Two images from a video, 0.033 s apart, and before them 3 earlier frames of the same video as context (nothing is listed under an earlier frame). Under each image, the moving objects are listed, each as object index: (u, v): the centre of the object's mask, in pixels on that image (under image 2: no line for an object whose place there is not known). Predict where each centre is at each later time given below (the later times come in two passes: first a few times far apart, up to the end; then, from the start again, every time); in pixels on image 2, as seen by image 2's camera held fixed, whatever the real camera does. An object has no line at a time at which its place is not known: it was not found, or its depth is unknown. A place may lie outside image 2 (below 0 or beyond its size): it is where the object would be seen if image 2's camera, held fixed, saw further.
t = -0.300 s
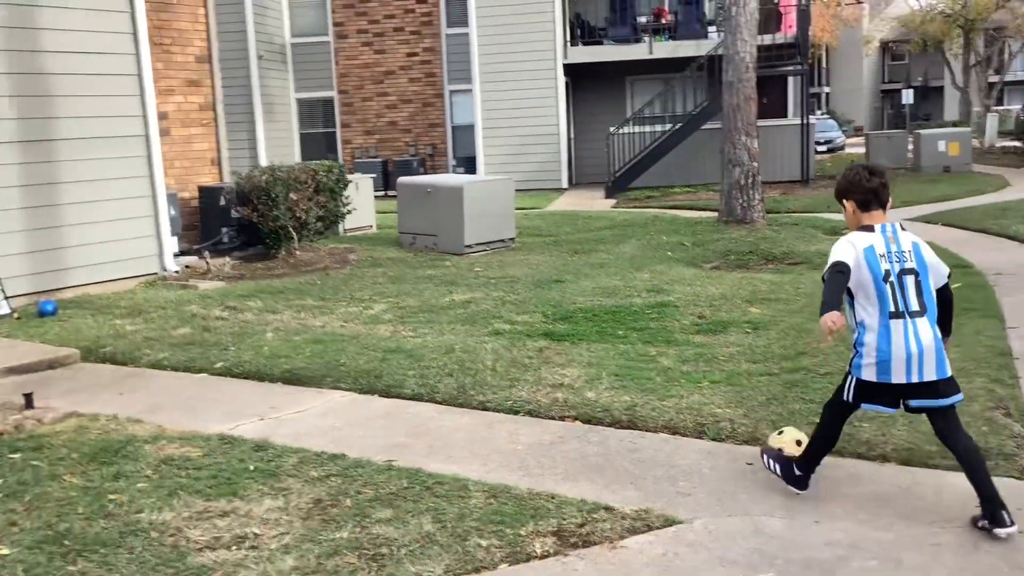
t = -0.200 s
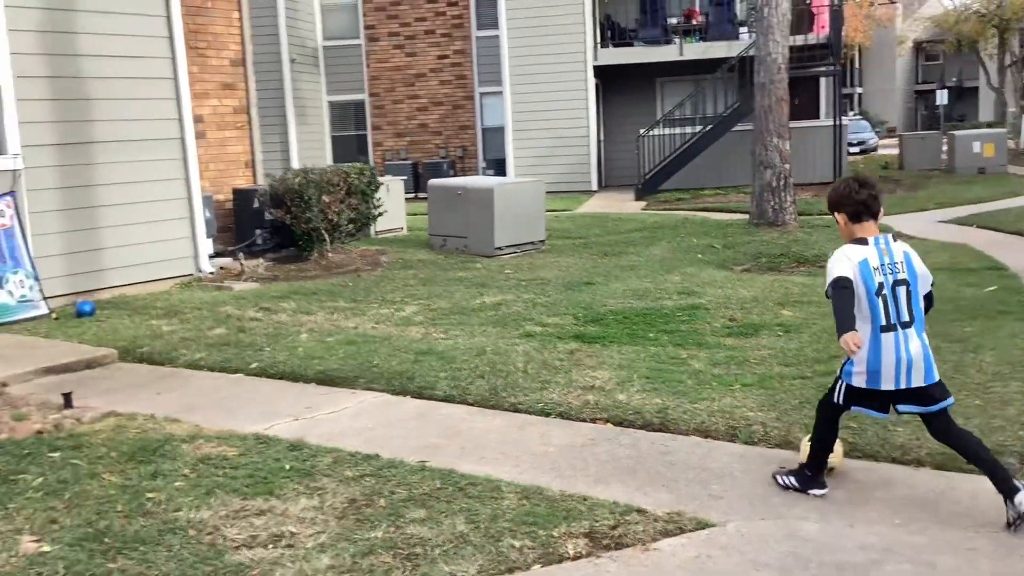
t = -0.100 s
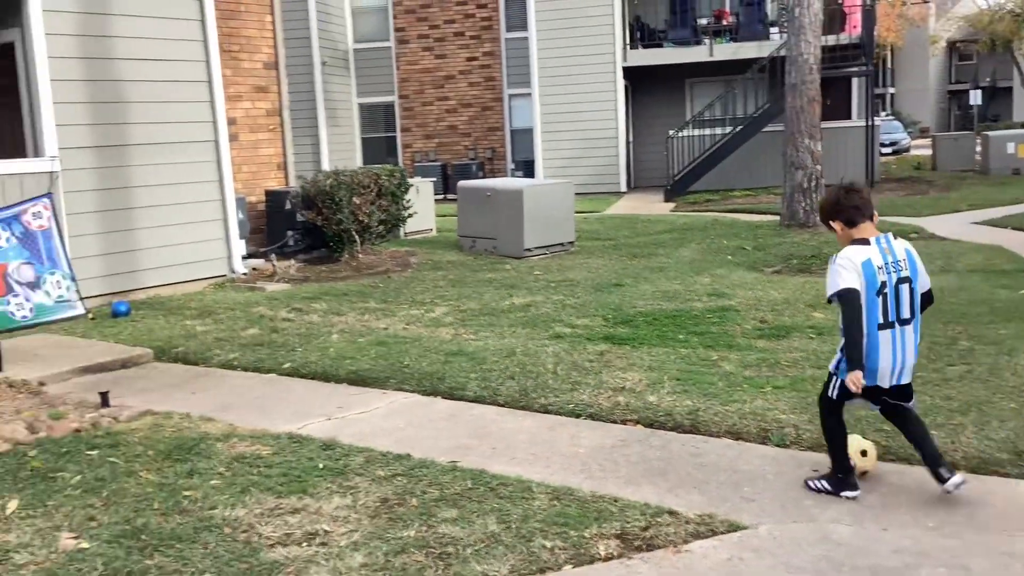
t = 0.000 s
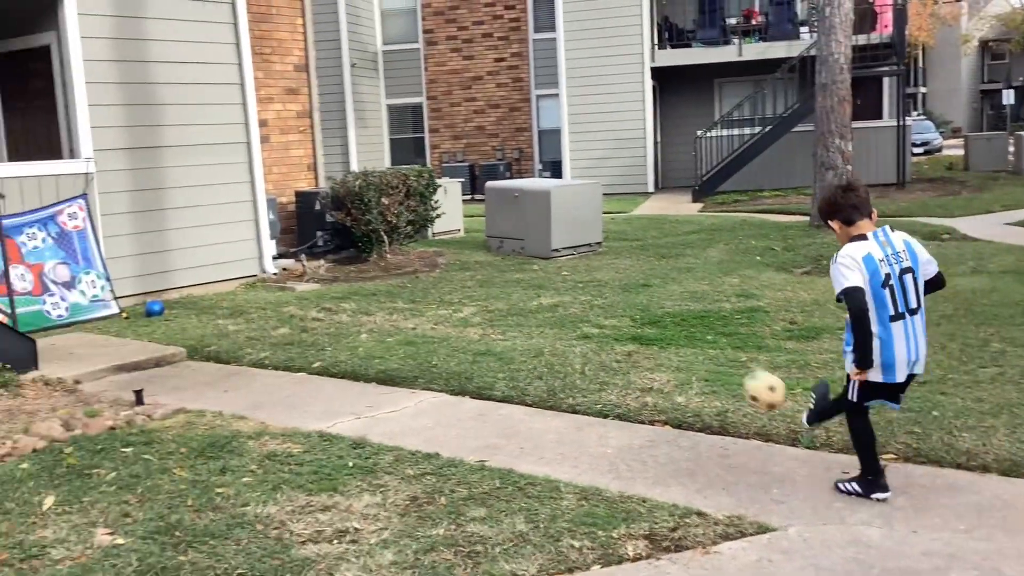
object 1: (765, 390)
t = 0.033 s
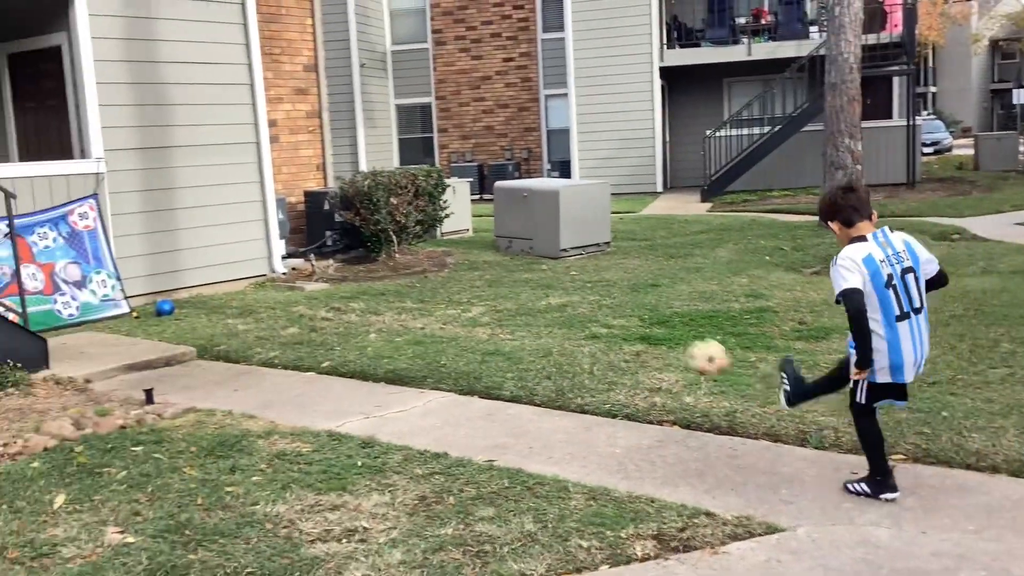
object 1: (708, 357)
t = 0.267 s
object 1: (378, 242)
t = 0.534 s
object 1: (161, 272)
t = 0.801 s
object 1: (50, 296)
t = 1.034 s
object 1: (25, 248)
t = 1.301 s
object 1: (32, 256)
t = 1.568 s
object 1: (37, 303)
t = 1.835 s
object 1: (62, 321)
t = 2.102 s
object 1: (77, 321)
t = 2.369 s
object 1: (93, 323)
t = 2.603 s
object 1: (110, 324)
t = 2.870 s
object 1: (131, 324)
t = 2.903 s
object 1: (133, 324)
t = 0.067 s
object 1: (649, 330)
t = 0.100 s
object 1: (595, 306)
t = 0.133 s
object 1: (546, 286)
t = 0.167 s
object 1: (498, 269)
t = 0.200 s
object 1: (455, 257)
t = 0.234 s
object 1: (414, 248)
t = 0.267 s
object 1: (378, 242)
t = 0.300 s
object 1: (342, 239)
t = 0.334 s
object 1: (310, 238)
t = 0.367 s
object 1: (281, 239)
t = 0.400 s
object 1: (254, 243)
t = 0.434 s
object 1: (228, 248)
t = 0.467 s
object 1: (204, 254)
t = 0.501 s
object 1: (182, 262)
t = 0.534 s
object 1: (161, 272)
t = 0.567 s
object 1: (142, 283)
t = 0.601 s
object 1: (124, 295)
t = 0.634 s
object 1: (105, 312)
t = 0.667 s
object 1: (91, 325)
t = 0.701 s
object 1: (78, 329)
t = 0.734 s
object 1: (69, 316)
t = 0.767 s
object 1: (59, 305)
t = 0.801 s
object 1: (50, 296)
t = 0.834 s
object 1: (41, 289)
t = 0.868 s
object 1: (33, 278)
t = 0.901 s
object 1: (30, 271)
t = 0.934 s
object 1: (27, 263)
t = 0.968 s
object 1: (26, 257)
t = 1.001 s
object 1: (26, 251)
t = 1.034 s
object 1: (25, 248)
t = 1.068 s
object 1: (25, 245)
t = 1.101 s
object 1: (25, 245)
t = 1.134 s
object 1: (26, 244)
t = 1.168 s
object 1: (27, 246)
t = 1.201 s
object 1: (29, 247)
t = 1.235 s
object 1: (30, 249)
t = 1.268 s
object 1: (31, 252)
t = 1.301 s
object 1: (32, 256)
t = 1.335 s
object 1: (33, 261)
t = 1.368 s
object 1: (34, 266)
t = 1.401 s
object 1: (34, 271)
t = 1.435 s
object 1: (34, 275)
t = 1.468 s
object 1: (35, 282)
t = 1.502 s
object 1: (35, 288)
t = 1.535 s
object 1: (36, 295)
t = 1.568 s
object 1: (37, 303)
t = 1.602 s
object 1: (38, 312)
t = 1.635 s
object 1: (41, 320)
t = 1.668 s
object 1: (44, 324)
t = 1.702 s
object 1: (47, 322)
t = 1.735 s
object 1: (50, 321)
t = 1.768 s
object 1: (54, 319)
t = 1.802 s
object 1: (58, 319)
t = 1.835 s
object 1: (62, 321)
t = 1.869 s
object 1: (65, 323)
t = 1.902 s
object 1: (68, 323)
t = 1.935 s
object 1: (69, 320)
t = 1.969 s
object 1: (71, 318)
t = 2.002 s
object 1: (72, 317)
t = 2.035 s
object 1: (74, 317)
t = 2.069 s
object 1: (75, 318)
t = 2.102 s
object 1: (77, 321)
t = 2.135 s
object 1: (79, 324)
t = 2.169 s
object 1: (81, 323)
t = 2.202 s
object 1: (82, 322)
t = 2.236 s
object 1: (85, 322)
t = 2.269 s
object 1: (88, 323)
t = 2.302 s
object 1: (89, 323)
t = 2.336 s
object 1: (92, 323)
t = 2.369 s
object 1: (93, 323)
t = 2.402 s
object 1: (95, 324)
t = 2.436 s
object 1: (98, 325)
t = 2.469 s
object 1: (100, 325)
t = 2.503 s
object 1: (101, 325)
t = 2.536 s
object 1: (104, 325)
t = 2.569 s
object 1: (107, 324)
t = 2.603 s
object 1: (110, 324)
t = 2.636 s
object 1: (112, 324)
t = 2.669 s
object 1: (115, 324)
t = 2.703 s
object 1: (118, 324)
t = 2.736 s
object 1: (120, 323)
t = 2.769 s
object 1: (124, 323)
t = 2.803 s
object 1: (126, 324)
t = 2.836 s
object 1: (129, 324)
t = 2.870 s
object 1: (131, 324)
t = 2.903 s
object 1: (133, 324)
